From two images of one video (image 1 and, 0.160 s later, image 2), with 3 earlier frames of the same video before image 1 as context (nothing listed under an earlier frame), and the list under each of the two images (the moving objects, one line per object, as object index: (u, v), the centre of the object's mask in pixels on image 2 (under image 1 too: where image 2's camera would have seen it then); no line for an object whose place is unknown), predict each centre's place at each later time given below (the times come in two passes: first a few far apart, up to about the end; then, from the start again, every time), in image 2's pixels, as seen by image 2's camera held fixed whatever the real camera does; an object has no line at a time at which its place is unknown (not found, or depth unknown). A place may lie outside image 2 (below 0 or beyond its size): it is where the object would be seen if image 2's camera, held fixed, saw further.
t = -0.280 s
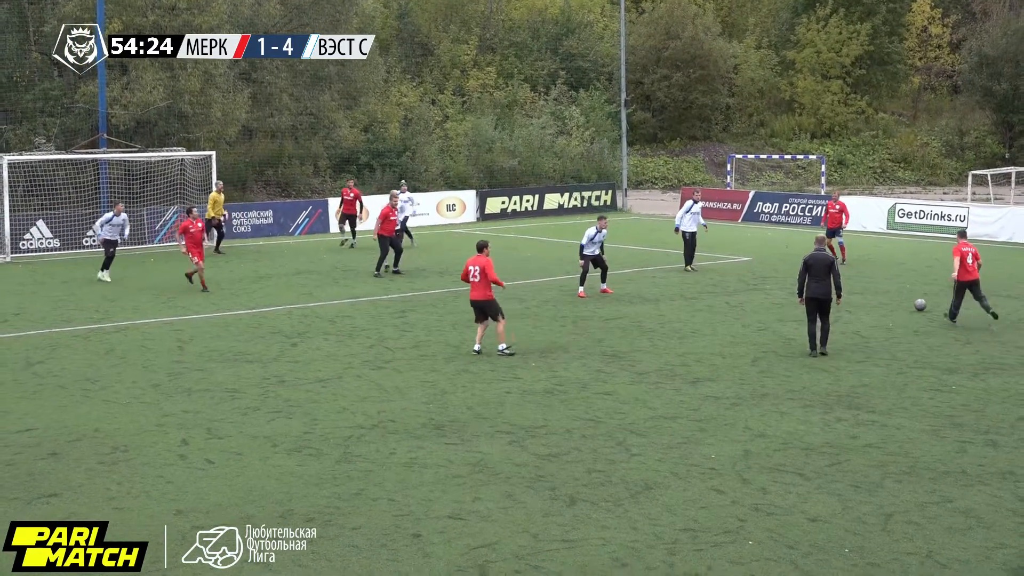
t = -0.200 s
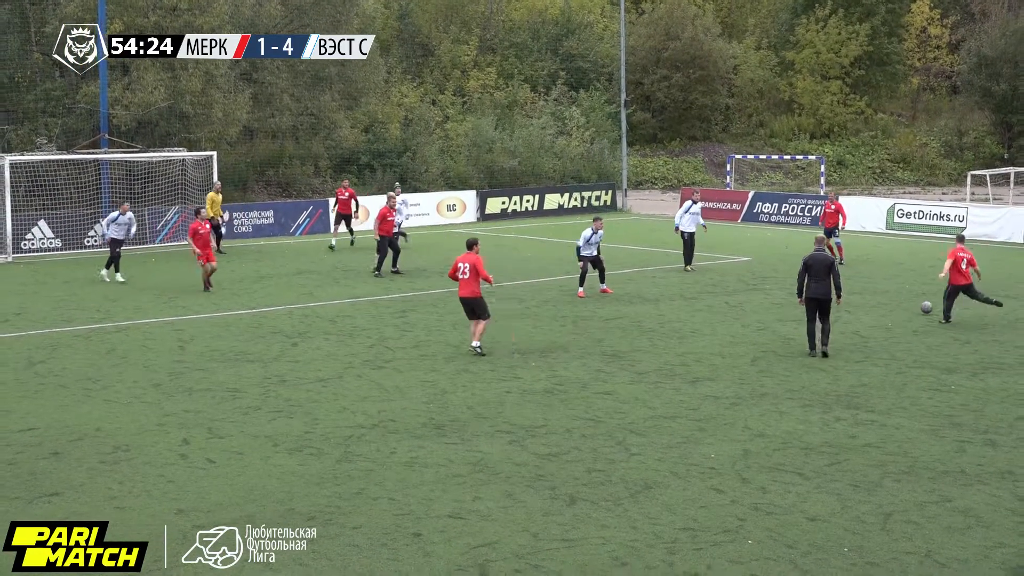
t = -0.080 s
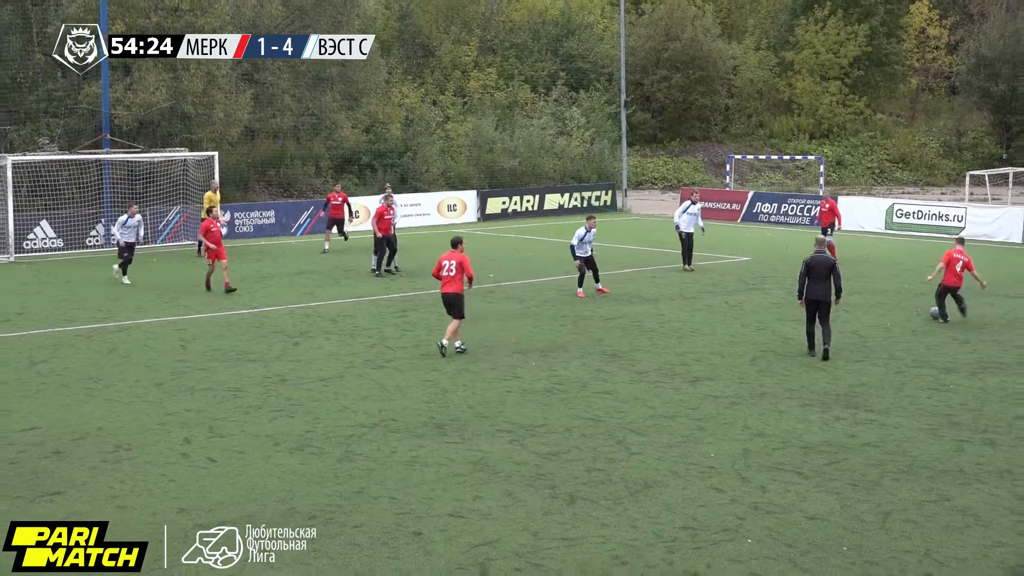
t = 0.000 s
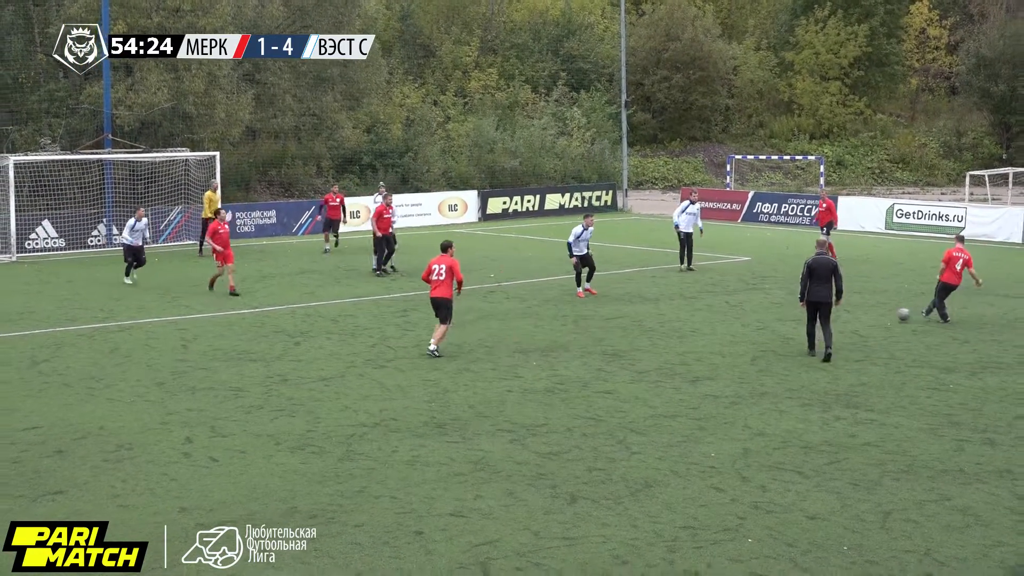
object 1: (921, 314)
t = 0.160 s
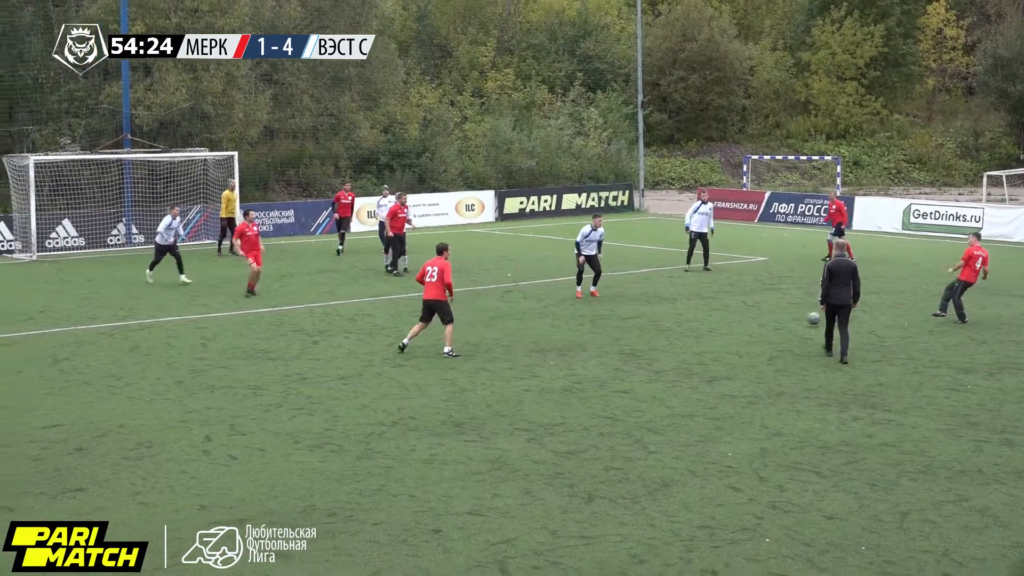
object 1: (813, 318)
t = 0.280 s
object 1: (739, 323)
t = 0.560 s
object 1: (588, 330)
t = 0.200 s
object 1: (788, 320)
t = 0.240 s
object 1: (763, 323)
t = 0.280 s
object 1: (739, 323)
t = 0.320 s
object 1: (716, 323)
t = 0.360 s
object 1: (693, 324)
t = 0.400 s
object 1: (671, 327)
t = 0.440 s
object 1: (649, 328)
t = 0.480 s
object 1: (629, 327)
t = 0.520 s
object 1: (609, 328)
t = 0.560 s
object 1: (588, 330)
